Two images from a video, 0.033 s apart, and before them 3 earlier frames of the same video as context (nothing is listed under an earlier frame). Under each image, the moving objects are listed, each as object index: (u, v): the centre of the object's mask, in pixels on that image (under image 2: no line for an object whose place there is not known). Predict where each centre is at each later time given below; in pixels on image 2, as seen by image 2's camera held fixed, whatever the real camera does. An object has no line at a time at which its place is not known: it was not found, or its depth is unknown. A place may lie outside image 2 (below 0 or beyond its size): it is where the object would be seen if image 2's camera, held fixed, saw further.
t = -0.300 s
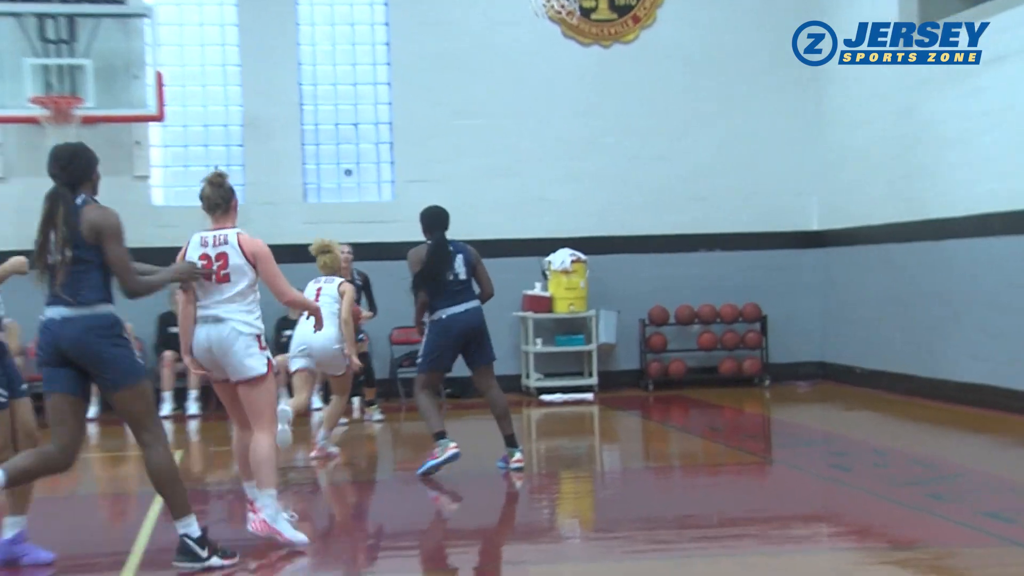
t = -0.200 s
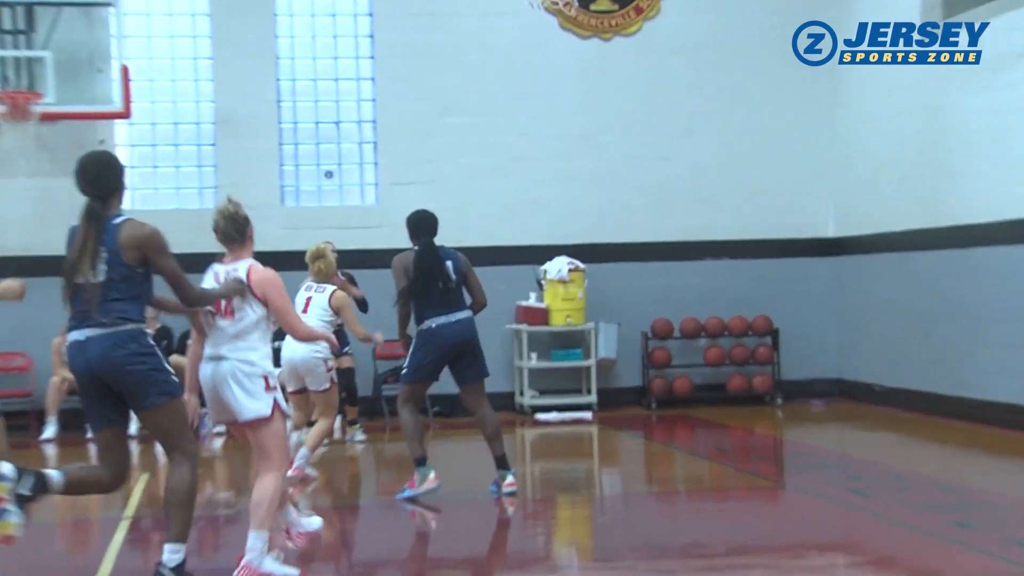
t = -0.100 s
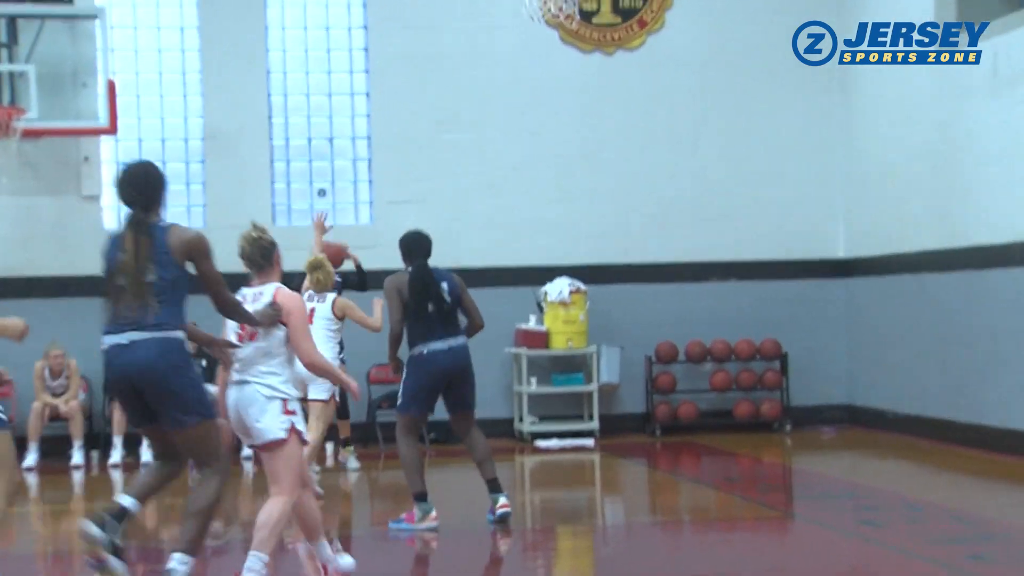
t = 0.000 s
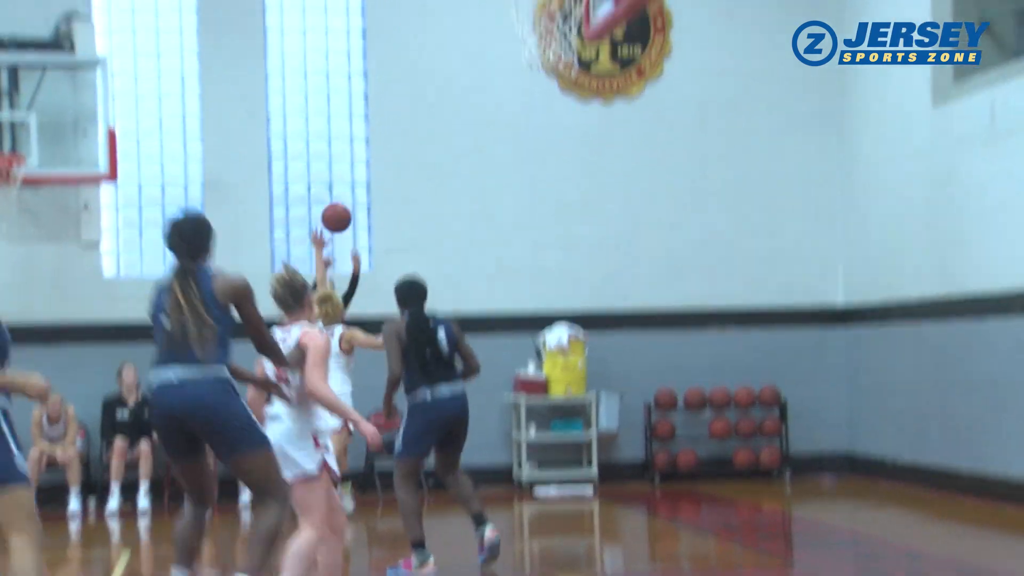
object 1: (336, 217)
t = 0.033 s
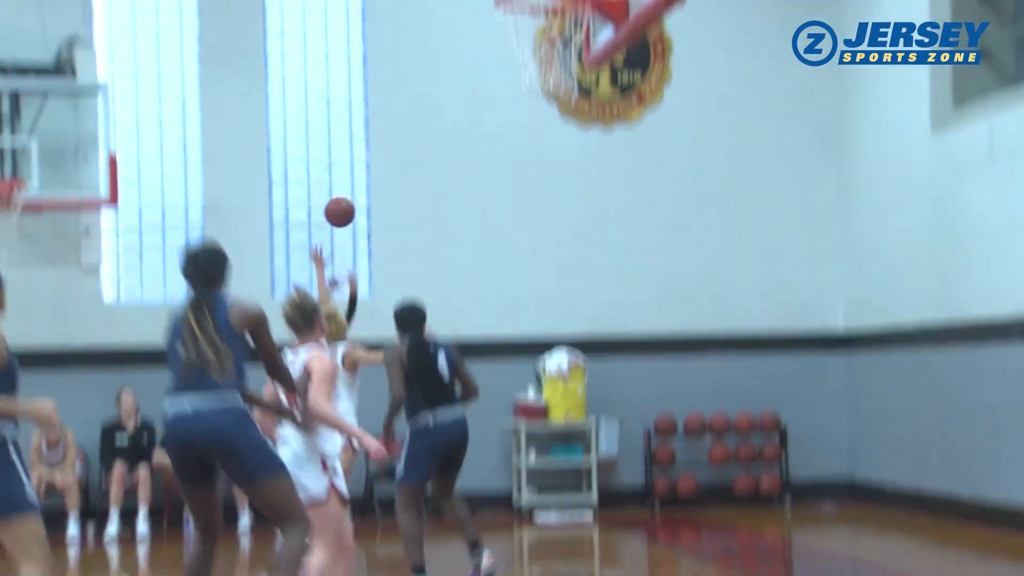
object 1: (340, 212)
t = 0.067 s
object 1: (342, 180)
